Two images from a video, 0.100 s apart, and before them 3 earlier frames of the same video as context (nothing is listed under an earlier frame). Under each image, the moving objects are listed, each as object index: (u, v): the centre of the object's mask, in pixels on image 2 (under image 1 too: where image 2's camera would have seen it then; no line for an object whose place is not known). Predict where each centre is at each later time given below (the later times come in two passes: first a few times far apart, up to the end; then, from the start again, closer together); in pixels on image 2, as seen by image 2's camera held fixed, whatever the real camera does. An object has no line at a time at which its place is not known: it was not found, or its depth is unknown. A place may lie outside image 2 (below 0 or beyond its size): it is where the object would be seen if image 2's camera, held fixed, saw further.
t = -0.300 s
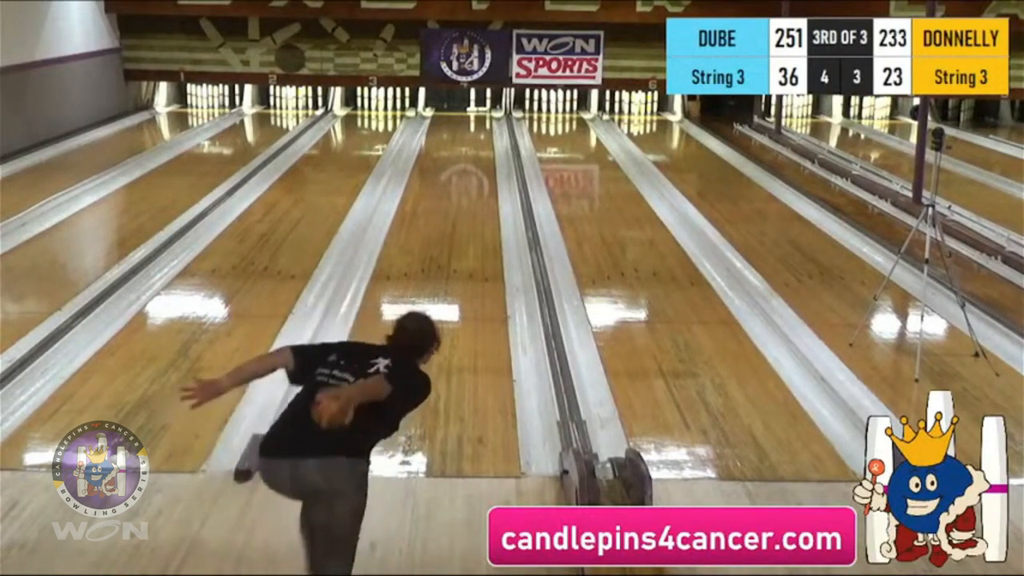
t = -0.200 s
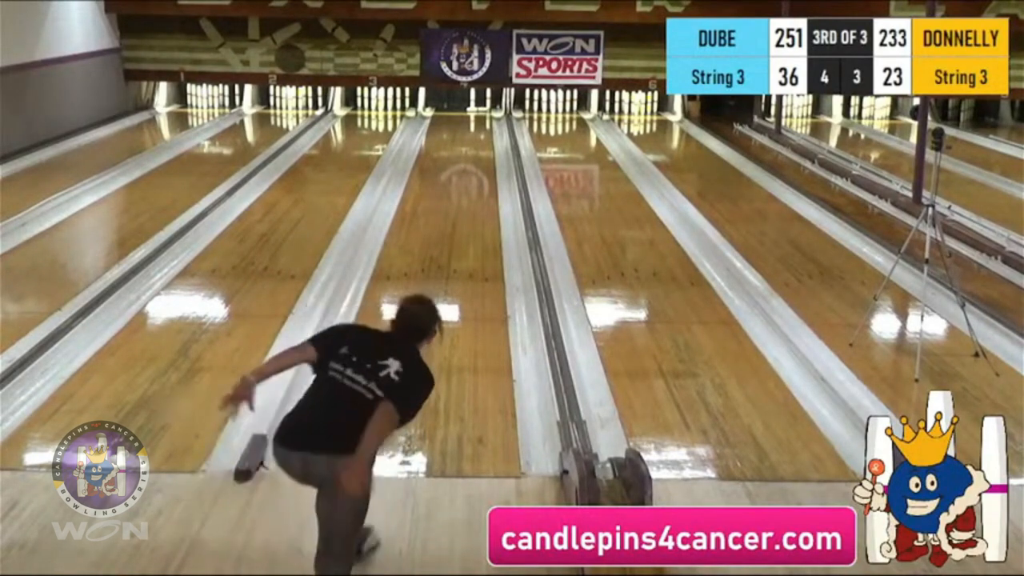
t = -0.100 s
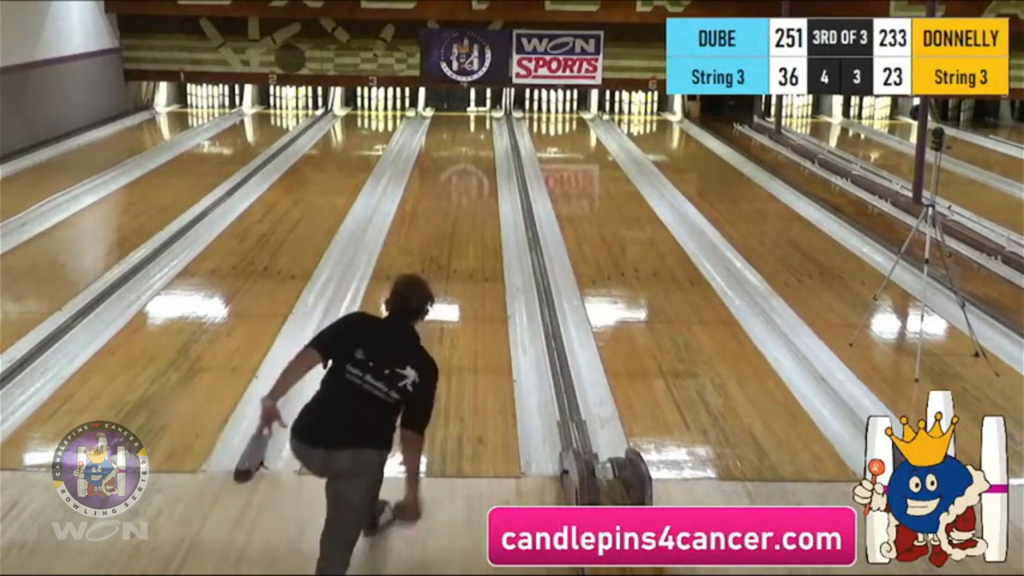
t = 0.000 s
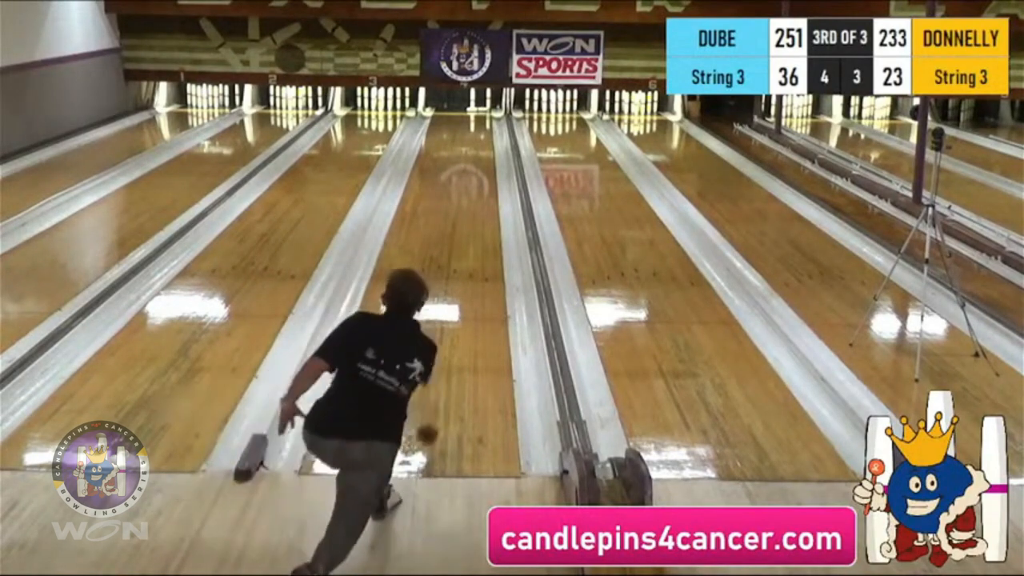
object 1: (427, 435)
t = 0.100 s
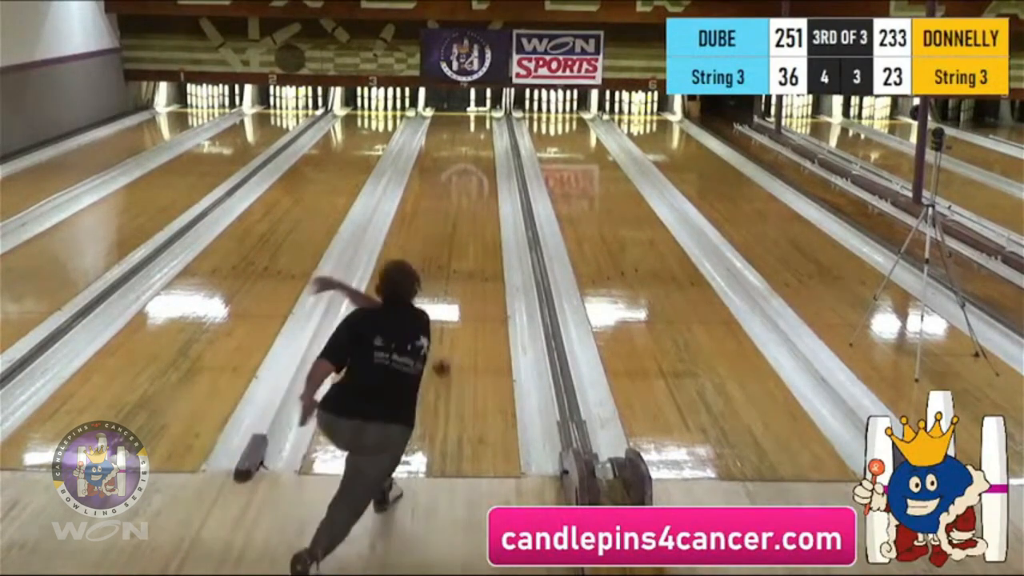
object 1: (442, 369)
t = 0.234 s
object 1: (456, 315)
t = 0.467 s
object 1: (466, 237)
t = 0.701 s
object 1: (472, 192)
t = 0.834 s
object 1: (475, 173)
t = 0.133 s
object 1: (445, 350)
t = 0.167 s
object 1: (449, 336)
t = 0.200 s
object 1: (456, 330)
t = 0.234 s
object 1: (456, 315)
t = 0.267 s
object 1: (458, 303)
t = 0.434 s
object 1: (466, 245)
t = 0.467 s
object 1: (466, 237)
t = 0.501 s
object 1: (468, 229)
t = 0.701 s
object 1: (472, 192)
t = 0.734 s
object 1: (473, 186)
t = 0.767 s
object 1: (473, 182)
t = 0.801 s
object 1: (474, 178)
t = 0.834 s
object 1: (475, 173)
